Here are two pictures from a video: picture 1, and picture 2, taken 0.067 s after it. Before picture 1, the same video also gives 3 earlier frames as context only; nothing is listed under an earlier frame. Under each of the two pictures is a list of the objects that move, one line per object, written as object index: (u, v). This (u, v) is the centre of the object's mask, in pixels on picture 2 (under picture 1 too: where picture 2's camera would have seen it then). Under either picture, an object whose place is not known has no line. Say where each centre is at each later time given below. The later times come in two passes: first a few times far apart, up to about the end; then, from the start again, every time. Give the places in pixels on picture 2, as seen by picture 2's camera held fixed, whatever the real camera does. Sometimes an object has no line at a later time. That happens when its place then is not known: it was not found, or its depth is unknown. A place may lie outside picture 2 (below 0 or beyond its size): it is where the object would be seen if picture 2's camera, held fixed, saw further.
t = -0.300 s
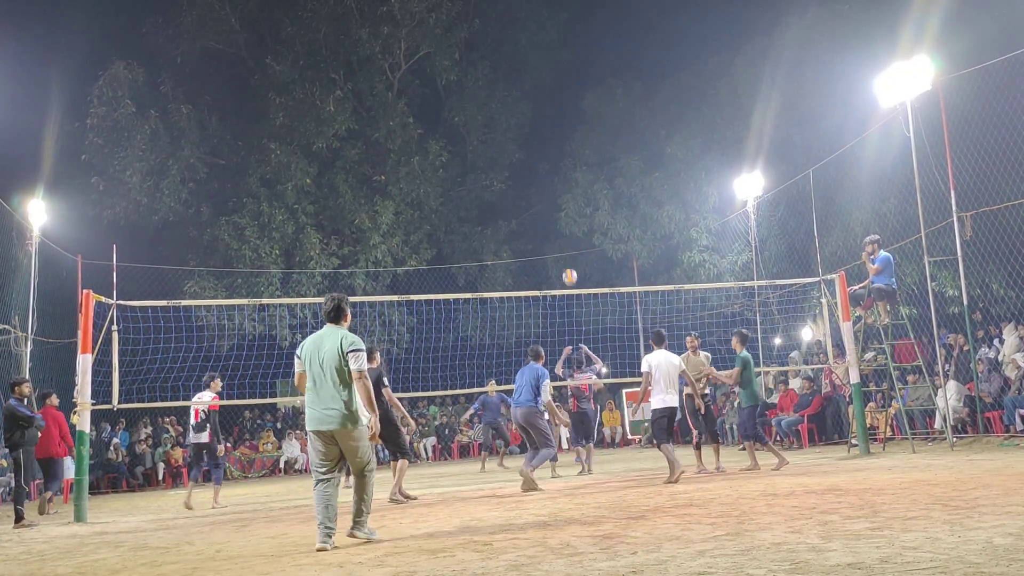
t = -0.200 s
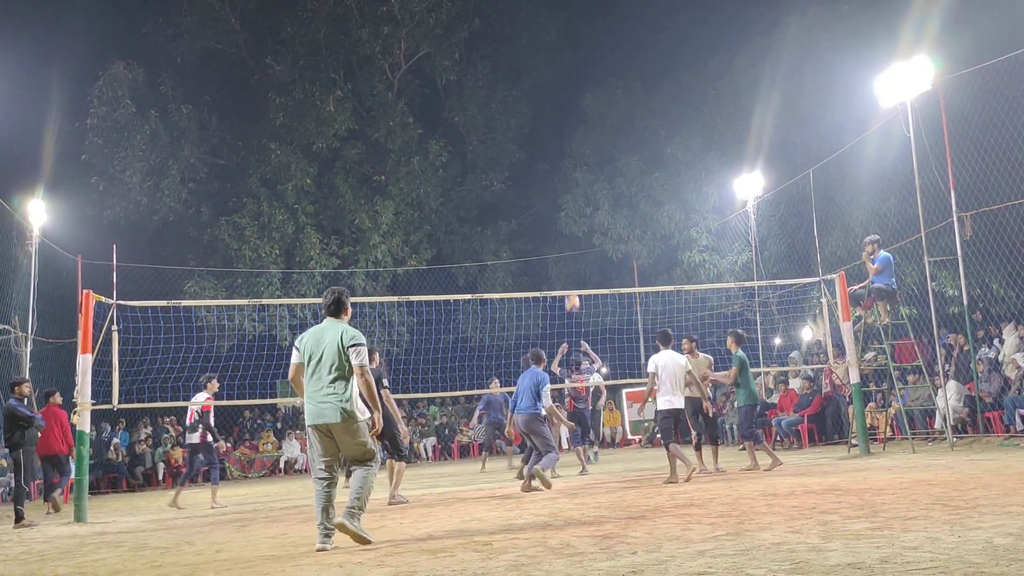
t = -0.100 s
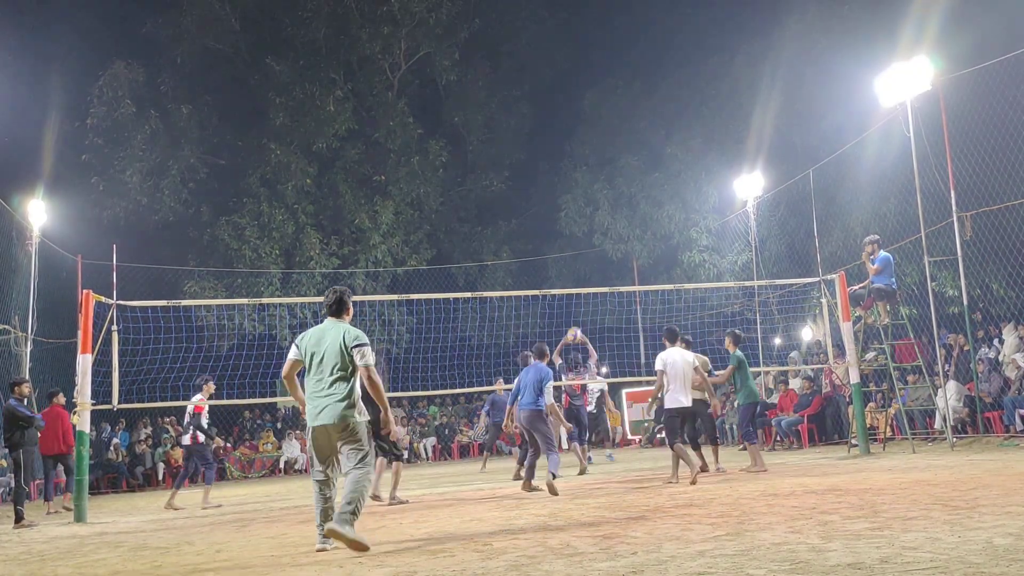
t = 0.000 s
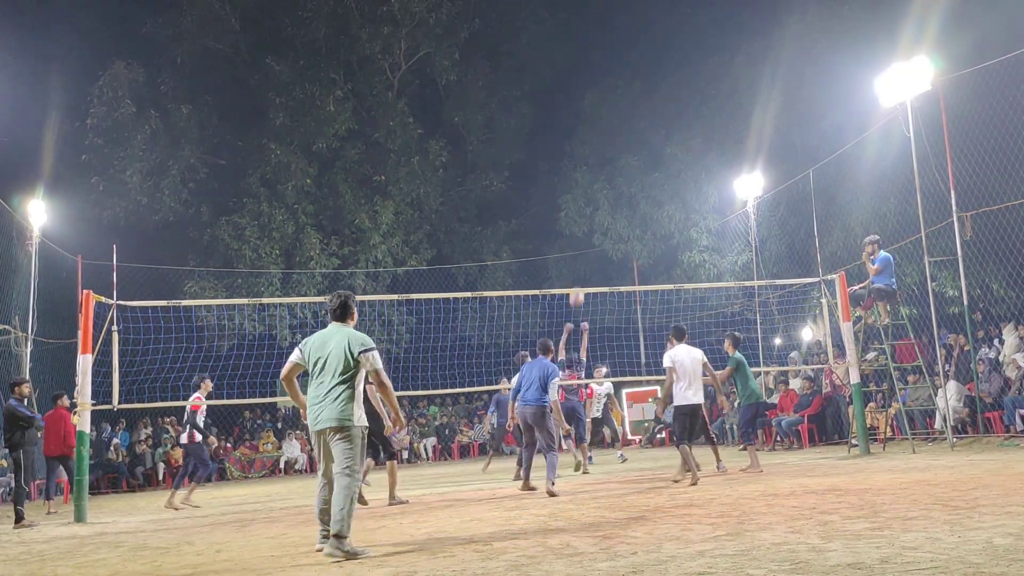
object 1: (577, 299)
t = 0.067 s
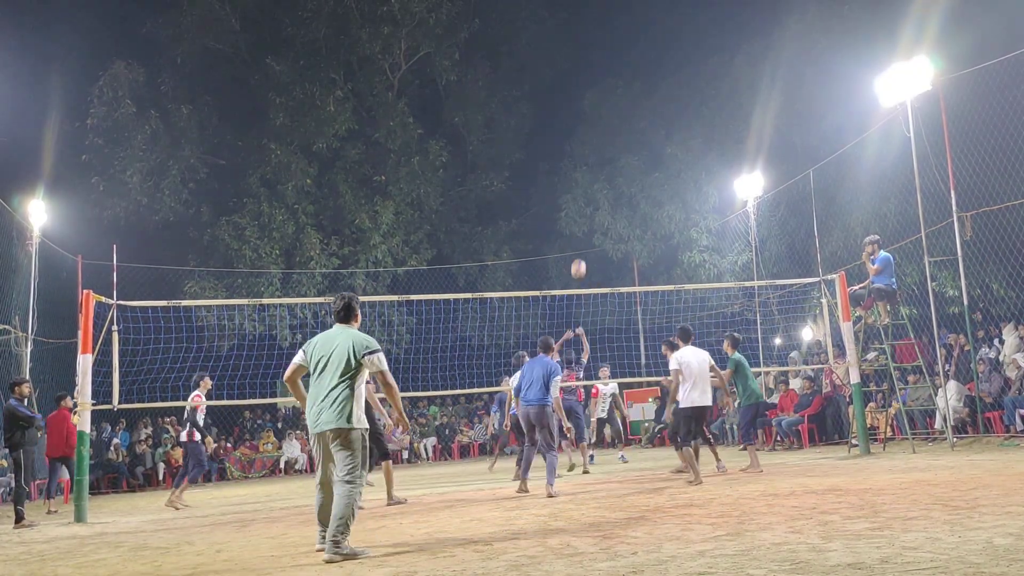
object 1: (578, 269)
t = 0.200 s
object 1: (582, 222)
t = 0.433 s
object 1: (590, 171)
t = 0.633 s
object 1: (599, 155)
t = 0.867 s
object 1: (613, 168)
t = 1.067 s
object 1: (626, 204)
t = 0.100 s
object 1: (579, 256)
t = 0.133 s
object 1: (580, 244)
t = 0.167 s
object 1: (581, 233)
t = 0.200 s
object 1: (582, 222)
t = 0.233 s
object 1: (583, 213)
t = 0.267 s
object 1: (584, 204)
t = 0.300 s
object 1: (585, 196)
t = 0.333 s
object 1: (586, 189)
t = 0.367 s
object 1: (587, 182)
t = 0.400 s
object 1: (589, 176)
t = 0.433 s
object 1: (590, 171)
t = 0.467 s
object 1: (592, 167)
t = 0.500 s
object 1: (593, 163)
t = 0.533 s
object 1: (595, 160)
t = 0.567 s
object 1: (596, 158)
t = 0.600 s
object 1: (598, 156)
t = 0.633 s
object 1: (599, 155)
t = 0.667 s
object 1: (601, 155)
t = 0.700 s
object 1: (603, 156)
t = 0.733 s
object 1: (605, 157)
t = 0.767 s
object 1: (606, 159)
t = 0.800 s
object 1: (609, 161)
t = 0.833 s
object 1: (610, 164)
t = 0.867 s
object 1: (613, 168)
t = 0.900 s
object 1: (615, 172)
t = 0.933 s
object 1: (617, 177)
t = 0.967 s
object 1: (619, 183)
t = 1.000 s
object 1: (621, 189)
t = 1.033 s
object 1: (623, 196)
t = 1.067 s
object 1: (626, 204)
